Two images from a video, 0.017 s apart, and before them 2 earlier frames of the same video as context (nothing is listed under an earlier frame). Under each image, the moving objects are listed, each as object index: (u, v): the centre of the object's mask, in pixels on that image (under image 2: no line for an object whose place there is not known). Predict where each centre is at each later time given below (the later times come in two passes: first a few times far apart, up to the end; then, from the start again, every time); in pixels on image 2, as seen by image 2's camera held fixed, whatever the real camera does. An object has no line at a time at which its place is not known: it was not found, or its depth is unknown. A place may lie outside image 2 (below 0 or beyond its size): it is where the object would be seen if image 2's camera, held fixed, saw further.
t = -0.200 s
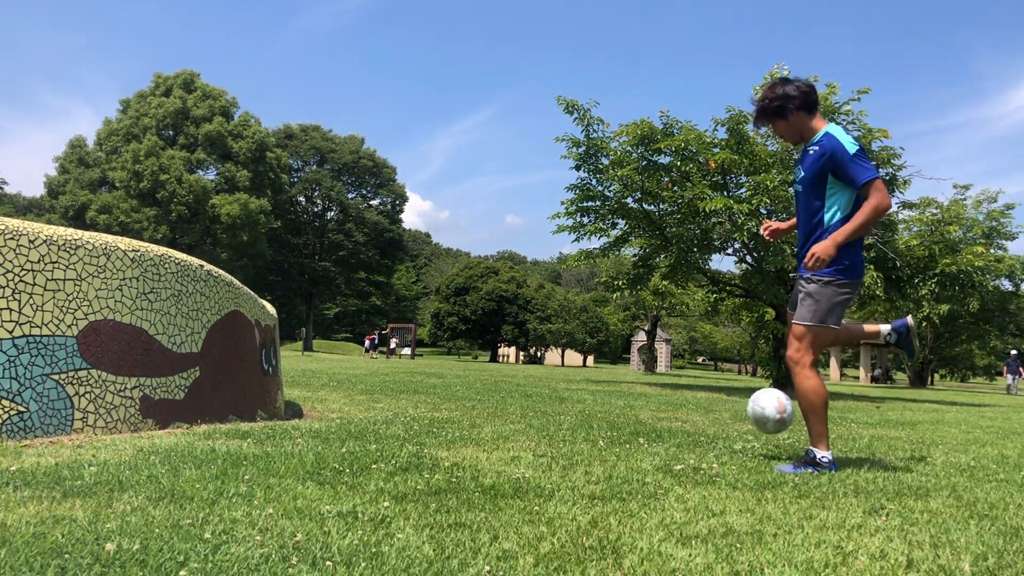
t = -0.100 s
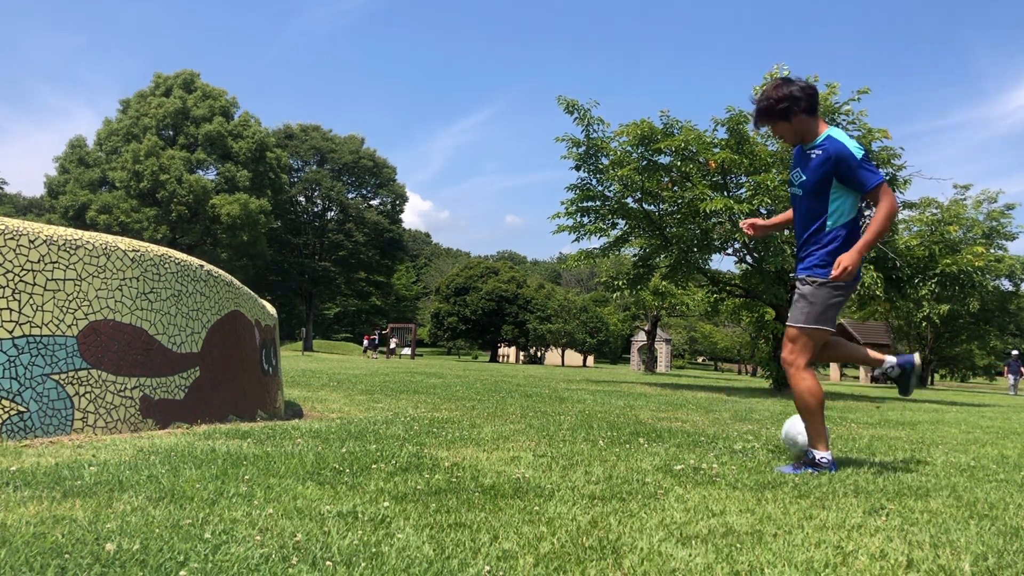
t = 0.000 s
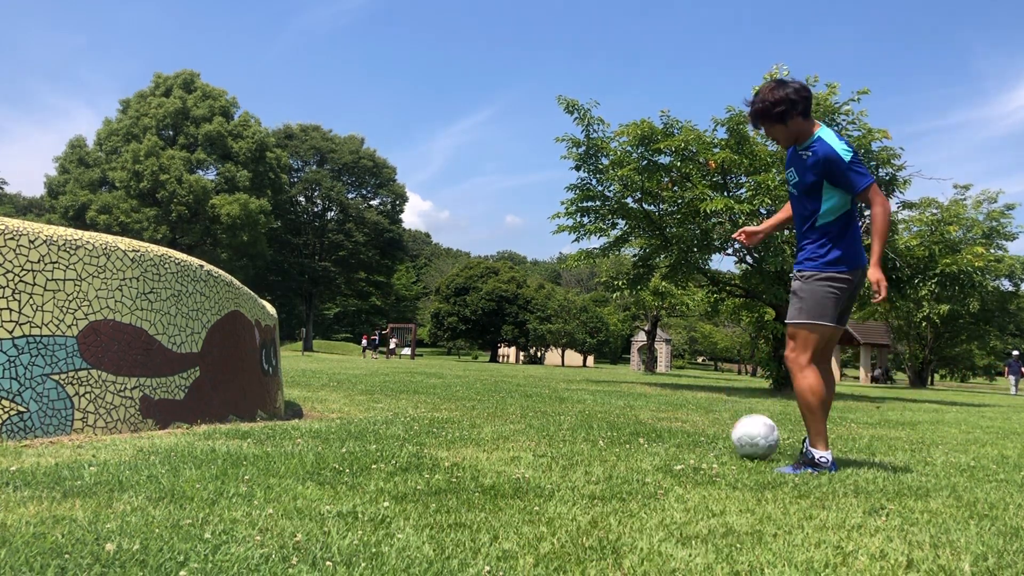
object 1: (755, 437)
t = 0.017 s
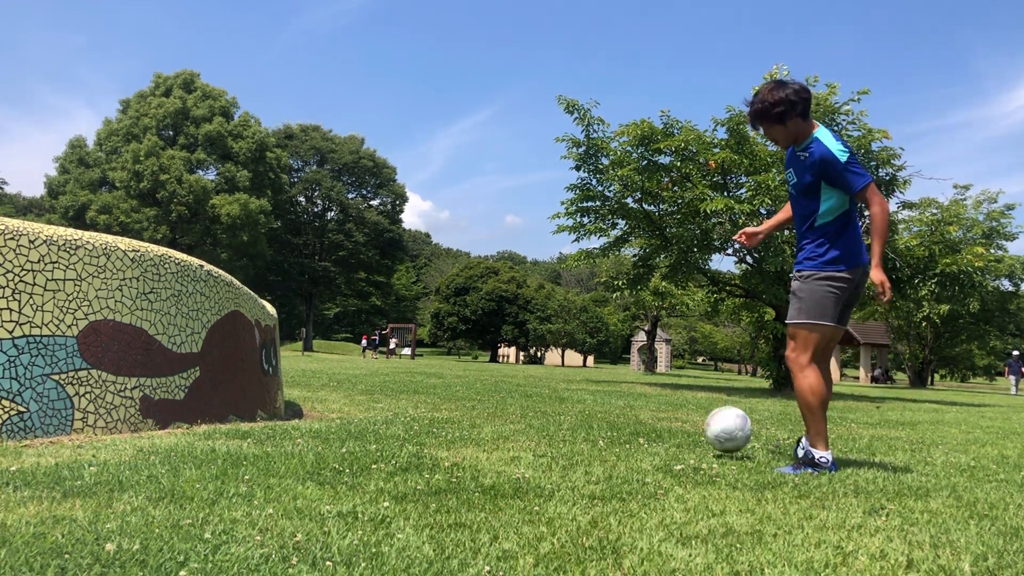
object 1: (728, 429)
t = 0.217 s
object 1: (414, 383)
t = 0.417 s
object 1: (151, 412)
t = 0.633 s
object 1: (294, 433)
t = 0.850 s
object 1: (425, 459)
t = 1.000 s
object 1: (515, 477)
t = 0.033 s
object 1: (701, 422)
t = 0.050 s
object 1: (674, 415)
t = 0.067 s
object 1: (648, 409)
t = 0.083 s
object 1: (622, 404)
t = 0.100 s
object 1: (595, 399)
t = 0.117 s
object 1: (569, 395)
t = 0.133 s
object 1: (543, 391)
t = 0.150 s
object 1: (517, 388)
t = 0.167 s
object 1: (491, 386)
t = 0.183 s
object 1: (466, 385)
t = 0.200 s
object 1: (440, 383)
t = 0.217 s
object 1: (414, 383)
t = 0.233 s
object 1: (388, 383)
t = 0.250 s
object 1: (362, 384)
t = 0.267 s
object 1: (336, 385)
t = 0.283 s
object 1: (310, 387)
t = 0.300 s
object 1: (284, 390)
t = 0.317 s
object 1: (258, 393)
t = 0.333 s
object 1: (232, 396)
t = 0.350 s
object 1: (206, 400)
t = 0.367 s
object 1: (180, 405)
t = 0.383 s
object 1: (154, 411)
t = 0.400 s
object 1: (141, 414)
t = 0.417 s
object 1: (151, 412)
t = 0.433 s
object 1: (161, 412)
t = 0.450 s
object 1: (172, 412)
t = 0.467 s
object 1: (183, 413)
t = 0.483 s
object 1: (194, 415)
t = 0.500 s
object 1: (205, 417)
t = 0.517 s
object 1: (217, 419)
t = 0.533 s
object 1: (228, 422)
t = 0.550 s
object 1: (241, 426)
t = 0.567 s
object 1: (253, 429)
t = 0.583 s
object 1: (264, 432)
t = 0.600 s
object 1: (275, 433)
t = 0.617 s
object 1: (284, 433)
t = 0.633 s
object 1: (294, 433)
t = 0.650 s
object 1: (304, 435)
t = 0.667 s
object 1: (314, 435)
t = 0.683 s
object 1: (324, 437)
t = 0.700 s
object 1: (334, 439)
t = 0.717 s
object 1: (344, 440)
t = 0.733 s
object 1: (355, 444)
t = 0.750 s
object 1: (365, 447)
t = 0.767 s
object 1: (376, 451)
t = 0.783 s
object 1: (387, 455)
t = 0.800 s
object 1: (397, 456)
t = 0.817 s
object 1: (407, 457)
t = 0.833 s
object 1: (416, 458)
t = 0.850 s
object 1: (425, 459)
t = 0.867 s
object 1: (435, 460)
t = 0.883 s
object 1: (444, 462)
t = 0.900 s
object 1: (454, 462)
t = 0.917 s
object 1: (463, 464)
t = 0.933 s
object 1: (473, 466)
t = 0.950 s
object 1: (483, 469)
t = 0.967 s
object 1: (494, 472)
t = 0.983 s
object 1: (504, 473)
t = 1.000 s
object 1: (515, 477)
